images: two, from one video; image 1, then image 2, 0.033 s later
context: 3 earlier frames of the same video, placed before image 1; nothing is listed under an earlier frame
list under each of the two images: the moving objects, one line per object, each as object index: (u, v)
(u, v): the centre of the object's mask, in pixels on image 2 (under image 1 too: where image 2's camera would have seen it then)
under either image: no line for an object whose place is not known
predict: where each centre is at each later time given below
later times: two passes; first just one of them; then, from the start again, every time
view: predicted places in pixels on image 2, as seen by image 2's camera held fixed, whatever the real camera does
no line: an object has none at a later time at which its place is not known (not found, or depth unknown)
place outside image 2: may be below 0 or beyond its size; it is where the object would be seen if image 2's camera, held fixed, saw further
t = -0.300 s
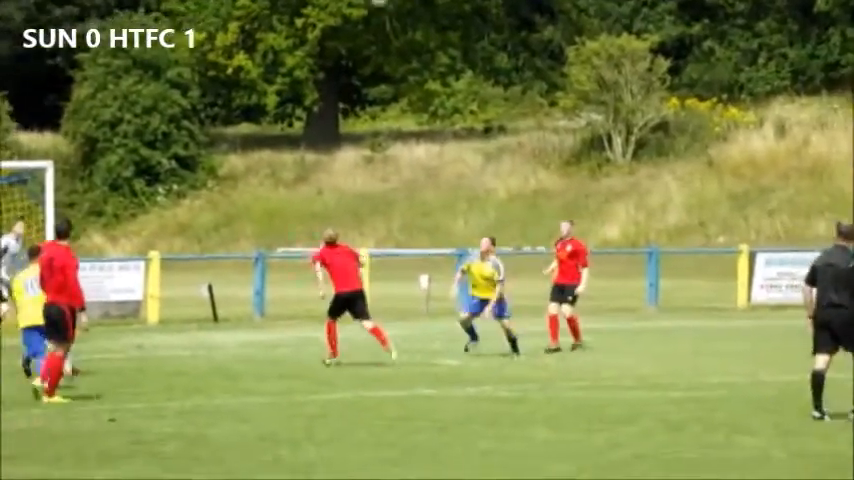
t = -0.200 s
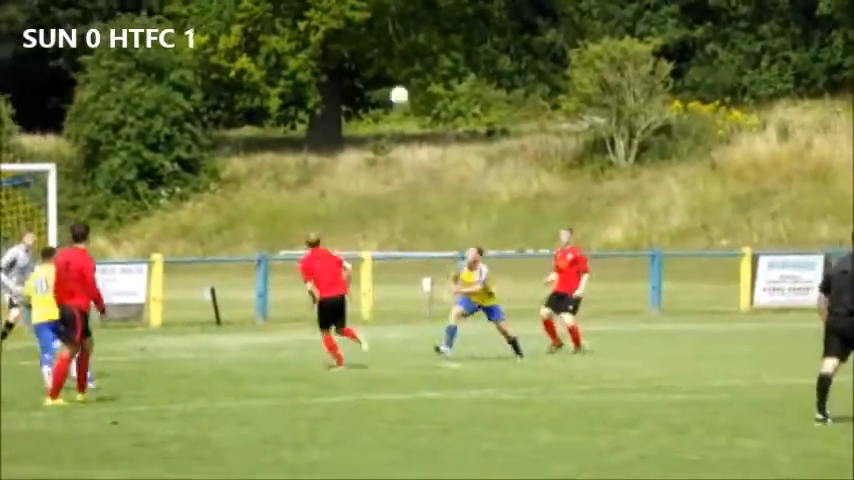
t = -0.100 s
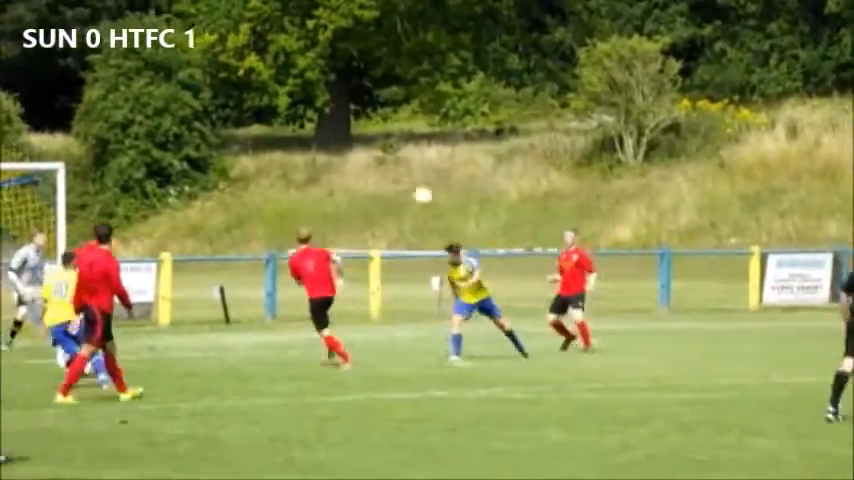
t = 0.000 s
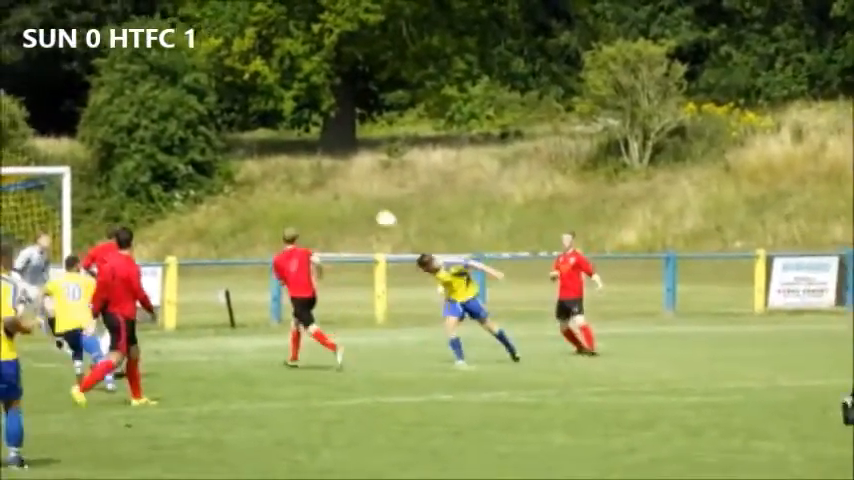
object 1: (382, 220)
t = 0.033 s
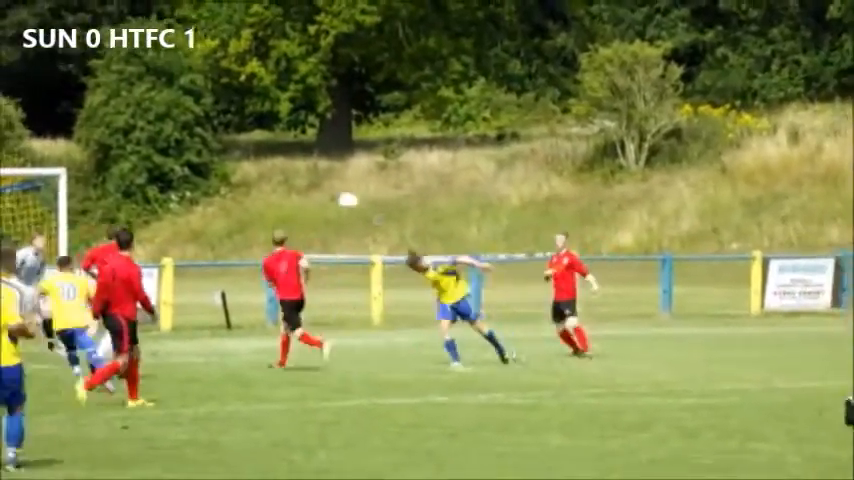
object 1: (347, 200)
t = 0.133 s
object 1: (250, 146)
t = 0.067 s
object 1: (316, 181)
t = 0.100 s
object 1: (283, 162)
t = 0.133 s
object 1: (250, 146)
